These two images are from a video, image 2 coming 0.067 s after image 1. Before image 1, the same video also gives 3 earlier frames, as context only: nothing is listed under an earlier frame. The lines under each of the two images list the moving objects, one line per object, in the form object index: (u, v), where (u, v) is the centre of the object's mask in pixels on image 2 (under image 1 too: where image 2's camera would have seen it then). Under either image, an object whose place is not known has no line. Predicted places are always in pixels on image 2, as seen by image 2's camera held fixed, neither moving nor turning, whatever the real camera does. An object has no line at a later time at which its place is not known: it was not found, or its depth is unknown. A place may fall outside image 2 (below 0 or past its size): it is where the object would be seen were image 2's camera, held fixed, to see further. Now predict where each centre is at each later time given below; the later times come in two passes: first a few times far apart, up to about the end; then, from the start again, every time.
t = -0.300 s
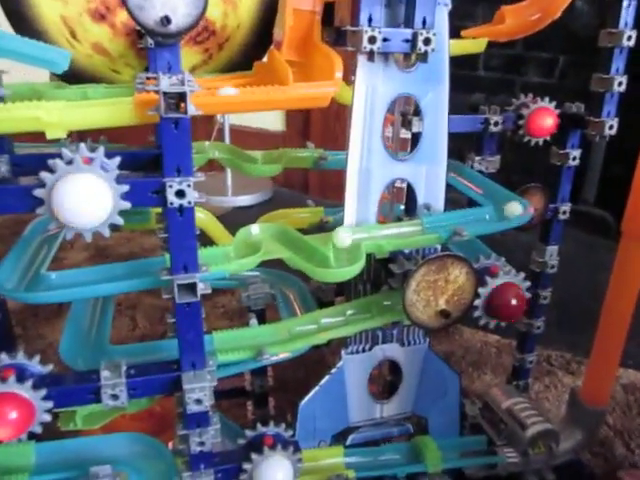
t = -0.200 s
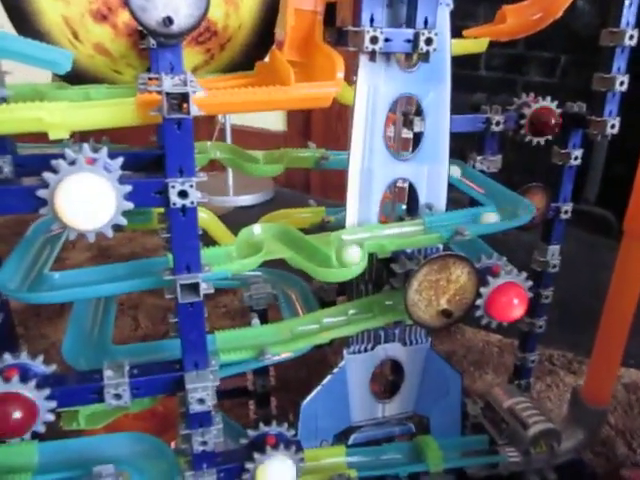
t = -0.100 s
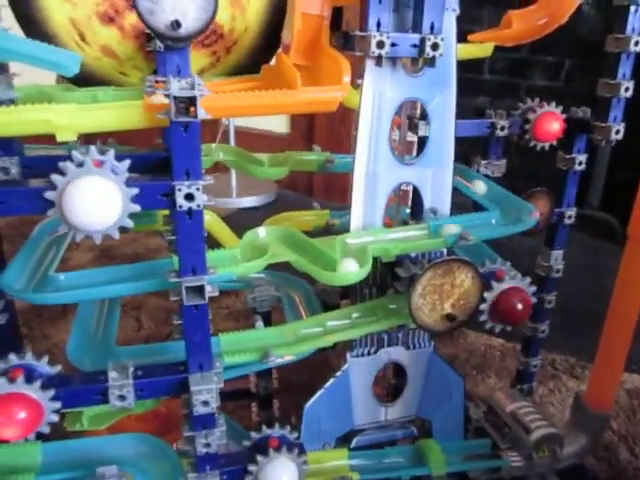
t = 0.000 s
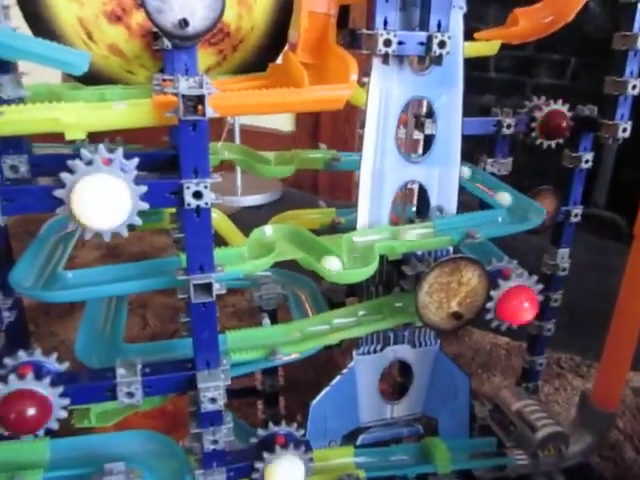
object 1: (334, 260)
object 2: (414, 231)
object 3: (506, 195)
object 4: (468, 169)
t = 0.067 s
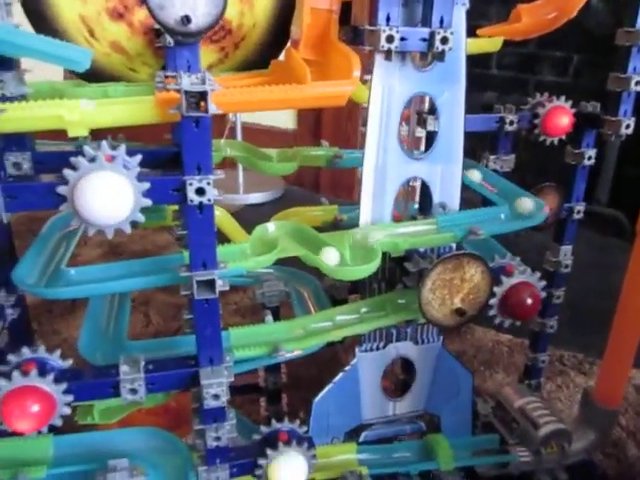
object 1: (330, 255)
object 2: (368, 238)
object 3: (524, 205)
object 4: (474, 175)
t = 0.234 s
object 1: (311, 243)
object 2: (365, 248)
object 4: (509, 196)
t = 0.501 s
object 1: (272, 232)
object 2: (337, 260)
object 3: (361, 240)
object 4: (475, 221)
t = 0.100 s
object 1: (326, 253)
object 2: (360, 239)
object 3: (530, 207)
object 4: (480, 178)
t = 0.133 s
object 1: (320, 250)
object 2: (358, 234)
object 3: (526, 210)
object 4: (488, 183)
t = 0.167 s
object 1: (316, 248)
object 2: (359, 238)
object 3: (517, 214)
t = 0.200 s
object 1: (315, 245)
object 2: (363, 246)
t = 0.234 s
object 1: (311, 243)
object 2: (365, 248)
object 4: (509, 196)
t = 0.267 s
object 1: (305, 240)
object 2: (362, 253)
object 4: (515, 202)
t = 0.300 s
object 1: (302, 238)
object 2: (361, 254)
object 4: (524, 207)
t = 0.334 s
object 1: (301, 236)
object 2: (365, 256)
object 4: (529, 208)
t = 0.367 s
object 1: (298, 234)
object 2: (365, 257)
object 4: (525, 211)
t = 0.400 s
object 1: (292, 232)
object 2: (360, 259)
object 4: (515, 215)
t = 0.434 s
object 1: (285, 230)
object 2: (351, 260)
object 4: (503, 218)
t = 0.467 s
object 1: (278, 230)
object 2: (343, 261)
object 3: (375, 235)
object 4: (491, 220)
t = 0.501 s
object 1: (272, 232)
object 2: (337, 260)
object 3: (361, 240)
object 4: (475, 221)
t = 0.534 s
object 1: (267, 233)
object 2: (335, 258)
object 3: (359, 236)
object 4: (461, 223)
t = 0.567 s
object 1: (264, 238)
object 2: (332, 256)
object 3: (360, 240)
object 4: (447, 225)
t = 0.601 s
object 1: (266, 241)
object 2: (327, 254)
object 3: (364, 249)
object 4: (431, 229)
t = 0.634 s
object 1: (267, 243)
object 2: (321, 251)
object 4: (417, 231)
